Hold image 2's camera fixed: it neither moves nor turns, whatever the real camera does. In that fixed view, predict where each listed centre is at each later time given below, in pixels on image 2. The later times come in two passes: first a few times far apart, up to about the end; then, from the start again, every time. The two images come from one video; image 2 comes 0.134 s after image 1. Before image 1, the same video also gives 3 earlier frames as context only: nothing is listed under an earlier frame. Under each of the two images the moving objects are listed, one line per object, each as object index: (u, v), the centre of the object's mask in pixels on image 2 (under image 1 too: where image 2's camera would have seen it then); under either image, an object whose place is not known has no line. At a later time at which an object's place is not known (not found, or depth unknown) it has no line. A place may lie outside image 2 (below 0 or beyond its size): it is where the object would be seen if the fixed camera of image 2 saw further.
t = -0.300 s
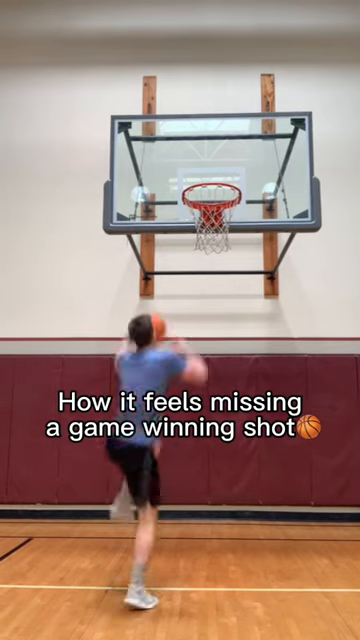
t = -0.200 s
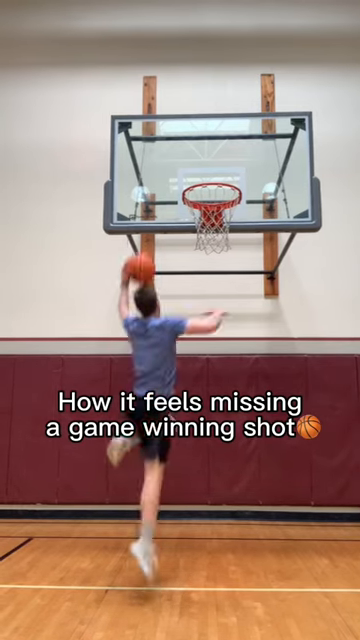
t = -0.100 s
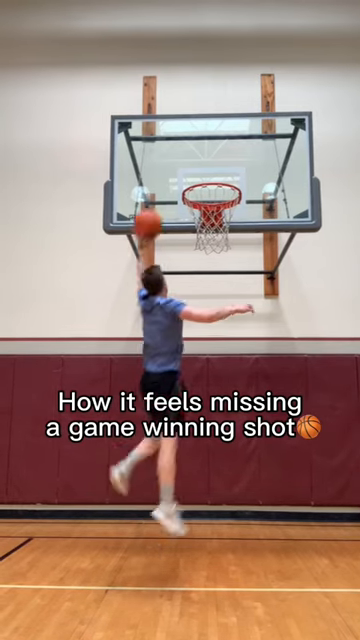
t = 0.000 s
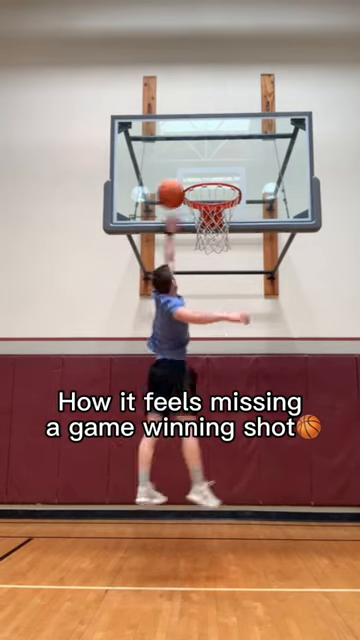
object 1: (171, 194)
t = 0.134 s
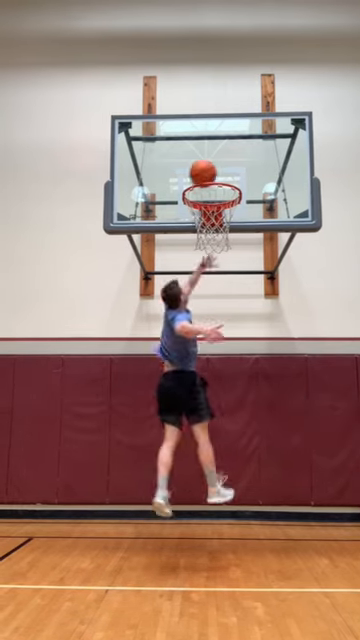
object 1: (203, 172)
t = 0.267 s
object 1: (228, 168)
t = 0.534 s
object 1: (267, 182)
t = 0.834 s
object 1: (311, 282)
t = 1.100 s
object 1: (351, 491)
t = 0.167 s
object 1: (209, 170)
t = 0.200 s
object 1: (215, 168)
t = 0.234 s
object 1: (221, 168)
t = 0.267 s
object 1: (228, 168)
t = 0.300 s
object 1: (234, 170)
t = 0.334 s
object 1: (240, 173)
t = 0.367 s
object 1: (245, 174)
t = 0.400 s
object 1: (249, 173)
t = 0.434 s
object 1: (253, 173)
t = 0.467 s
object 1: (258, 175)
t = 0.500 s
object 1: (262, 178)
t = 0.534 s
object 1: (267, 182)
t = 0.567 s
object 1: (271, 187)
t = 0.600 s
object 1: (276, 194)
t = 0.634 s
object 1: (280, 202)
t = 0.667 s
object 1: (285, 212)
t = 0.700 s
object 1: (290, 222)
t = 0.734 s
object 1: (295, 235)
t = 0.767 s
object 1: (300, 249)
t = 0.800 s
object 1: (305, 265)
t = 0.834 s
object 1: (311, 282)
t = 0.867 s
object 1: (316, 302)
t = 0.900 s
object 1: (321, 323)
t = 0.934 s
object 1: (328, 347)
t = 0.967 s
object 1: (334, 373)
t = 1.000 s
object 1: (340, 399)
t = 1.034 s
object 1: (344, 428)
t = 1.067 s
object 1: (347, 459)
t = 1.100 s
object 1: (351, 491)
